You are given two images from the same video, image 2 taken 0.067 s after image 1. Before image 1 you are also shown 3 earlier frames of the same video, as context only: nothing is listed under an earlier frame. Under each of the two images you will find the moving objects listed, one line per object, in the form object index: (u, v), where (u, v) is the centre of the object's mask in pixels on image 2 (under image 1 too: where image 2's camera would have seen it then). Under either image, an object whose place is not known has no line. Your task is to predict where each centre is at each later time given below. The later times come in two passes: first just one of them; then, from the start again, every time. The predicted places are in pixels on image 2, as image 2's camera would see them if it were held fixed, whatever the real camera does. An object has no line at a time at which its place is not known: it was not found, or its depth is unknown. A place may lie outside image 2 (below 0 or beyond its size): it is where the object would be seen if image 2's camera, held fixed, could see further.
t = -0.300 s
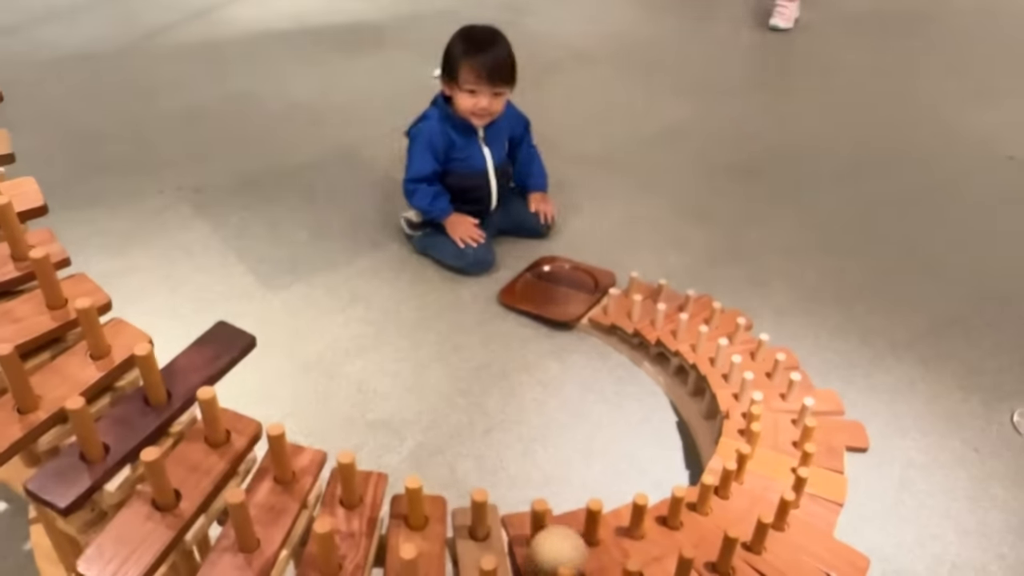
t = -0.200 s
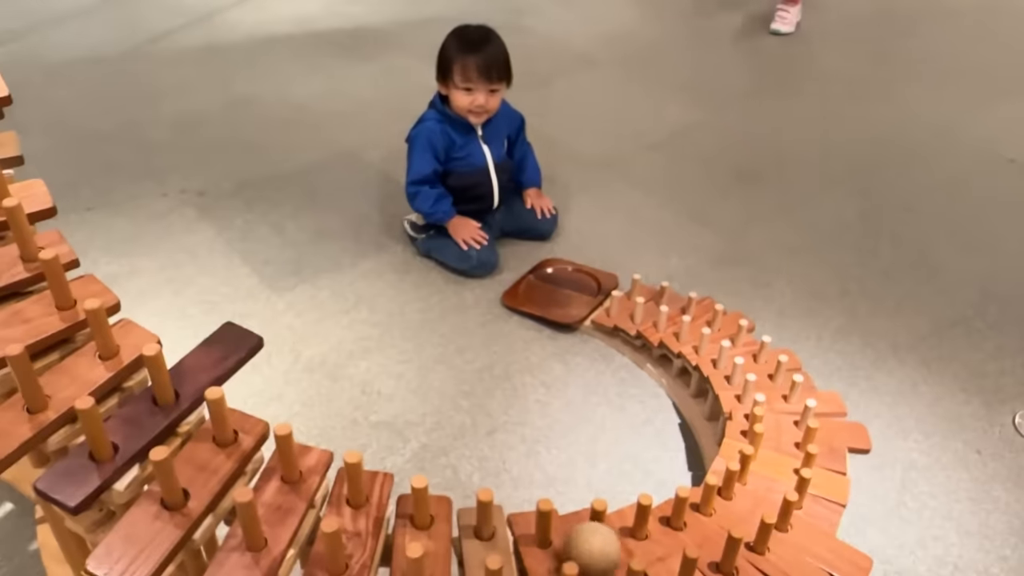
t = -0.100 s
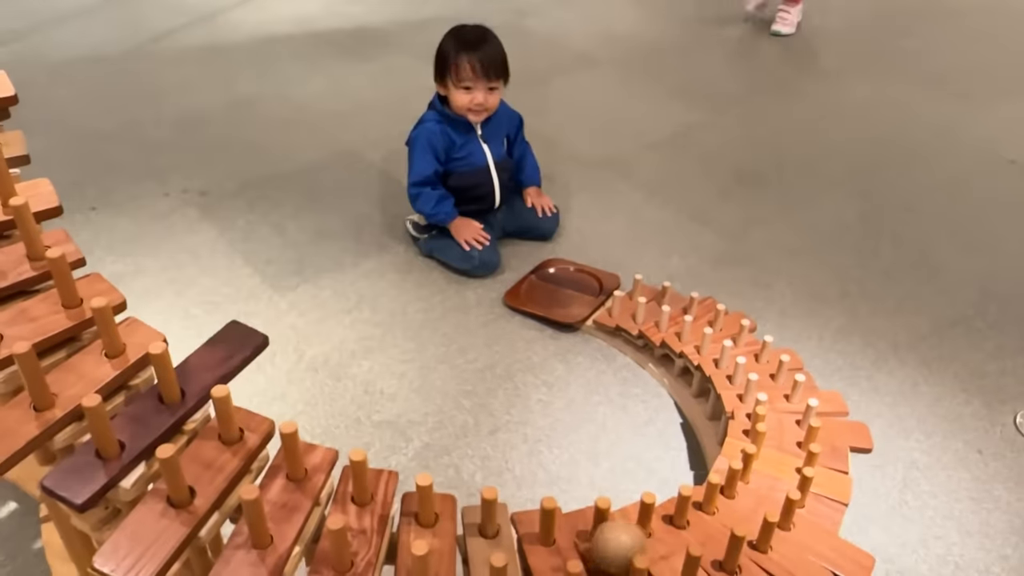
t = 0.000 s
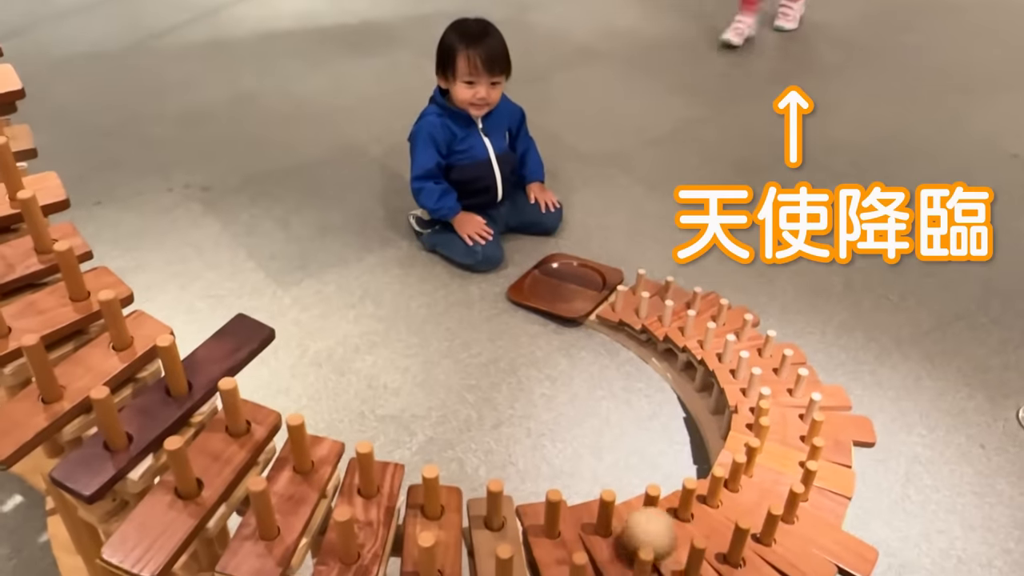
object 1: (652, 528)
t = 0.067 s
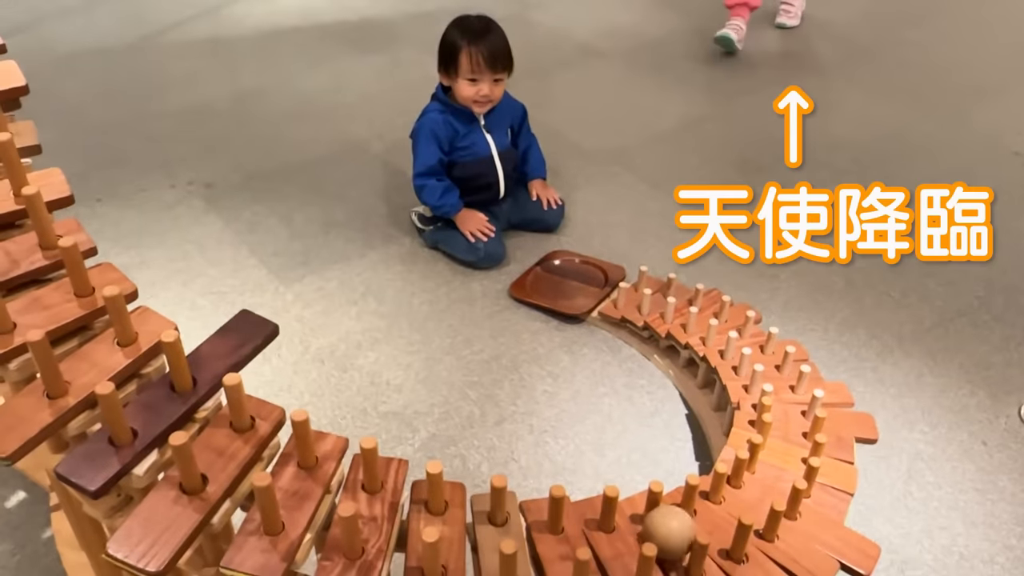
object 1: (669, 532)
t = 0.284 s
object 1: (709, 517)
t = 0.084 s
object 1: (669, 532)
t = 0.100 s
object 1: (671, 529)
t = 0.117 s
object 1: (674, 527)
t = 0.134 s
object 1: (676, 527)
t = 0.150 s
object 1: (679, 526)
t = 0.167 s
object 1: (682, 524)
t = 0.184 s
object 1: (686, 522)
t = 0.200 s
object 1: (692, 521)
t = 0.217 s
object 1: (697, 520)
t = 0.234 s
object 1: (702, 518)
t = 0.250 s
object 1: (707, 518)
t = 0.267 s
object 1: (709, 518)
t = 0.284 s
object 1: (709, 517)
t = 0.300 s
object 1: (709, 517)
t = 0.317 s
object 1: (709, 517)
